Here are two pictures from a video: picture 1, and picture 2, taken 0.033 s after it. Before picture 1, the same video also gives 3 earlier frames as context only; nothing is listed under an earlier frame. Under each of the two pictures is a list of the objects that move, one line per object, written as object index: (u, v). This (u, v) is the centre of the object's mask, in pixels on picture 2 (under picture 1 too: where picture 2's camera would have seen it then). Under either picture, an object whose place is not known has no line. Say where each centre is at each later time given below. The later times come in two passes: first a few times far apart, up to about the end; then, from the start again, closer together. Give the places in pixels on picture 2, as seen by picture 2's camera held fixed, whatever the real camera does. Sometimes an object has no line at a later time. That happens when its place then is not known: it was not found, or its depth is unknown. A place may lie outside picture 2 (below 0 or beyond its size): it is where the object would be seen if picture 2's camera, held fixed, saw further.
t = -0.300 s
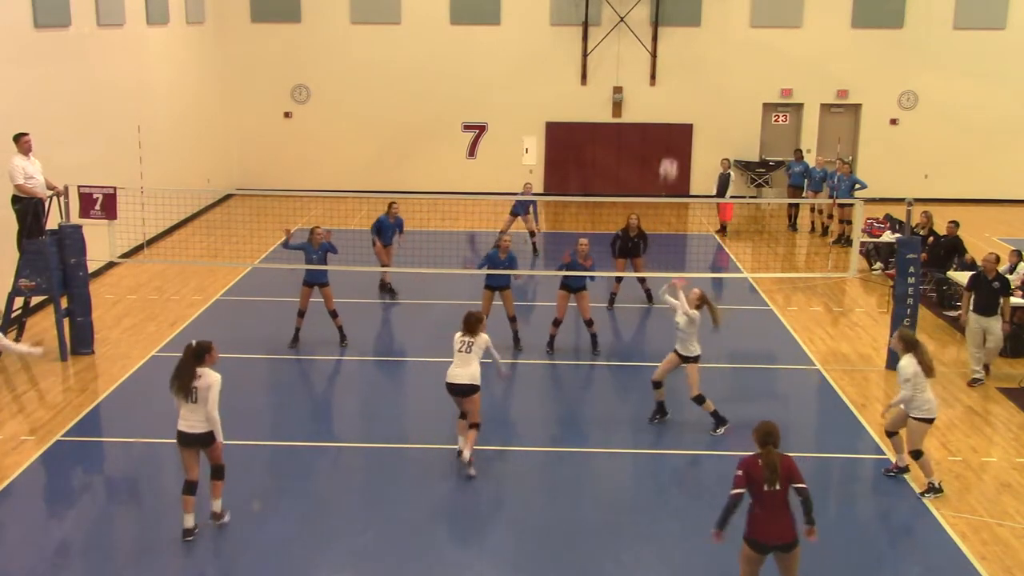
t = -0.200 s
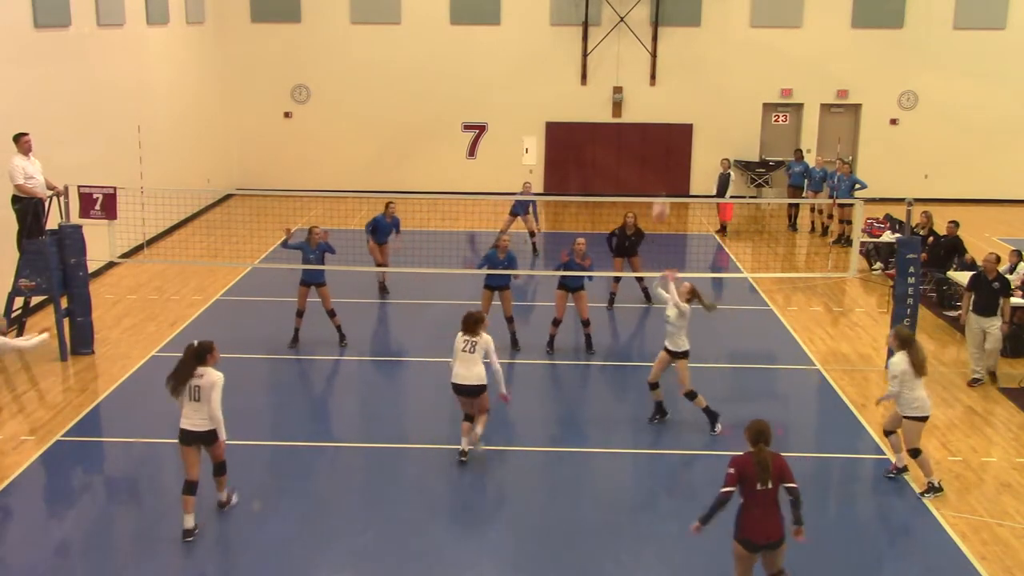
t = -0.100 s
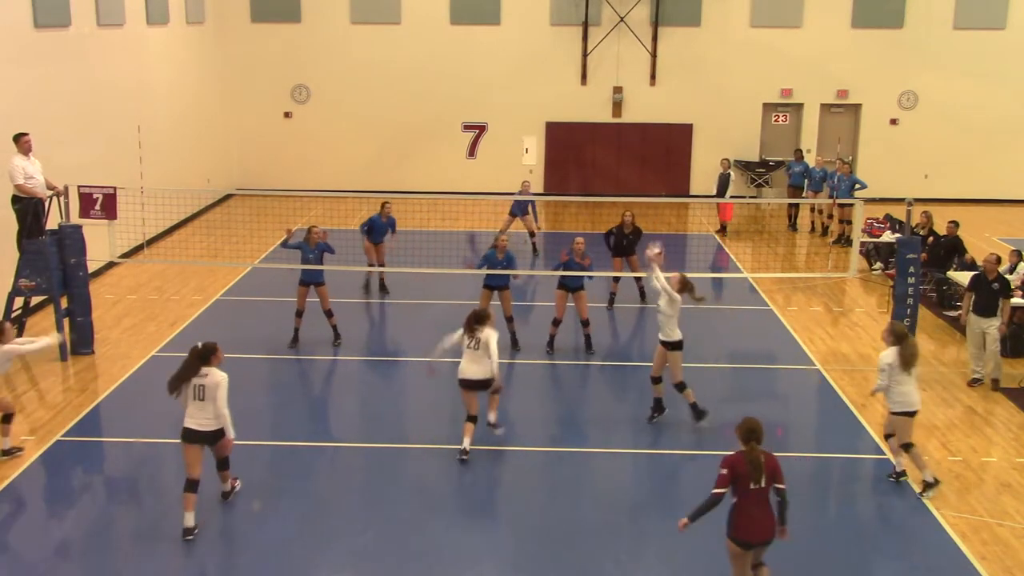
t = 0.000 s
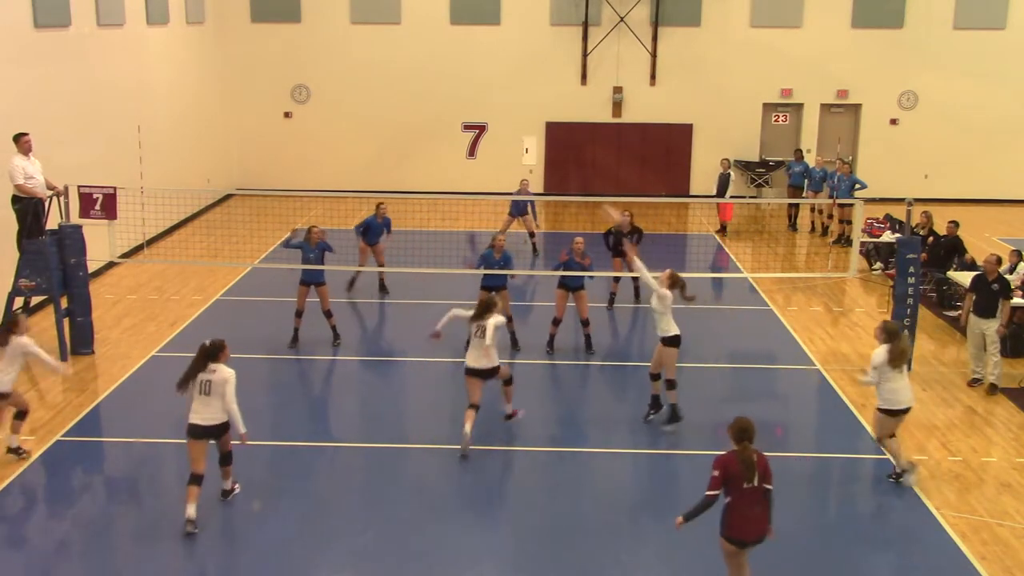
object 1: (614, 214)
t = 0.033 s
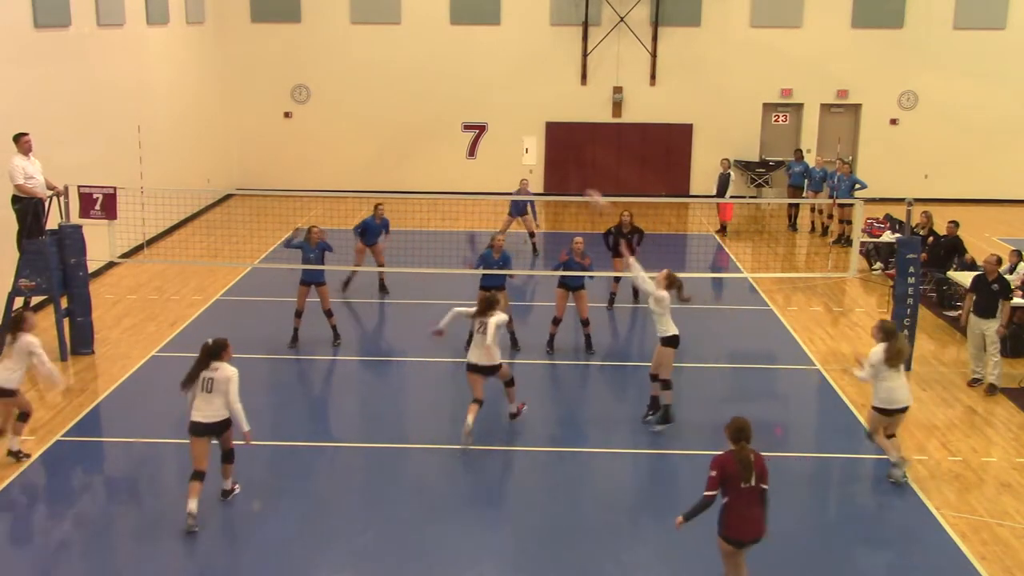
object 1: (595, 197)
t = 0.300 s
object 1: (475, 127)
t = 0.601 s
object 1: (354, 120)
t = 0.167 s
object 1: (533, 158)
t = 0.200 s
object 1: (518, 148)
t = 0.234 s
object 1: (504, 141)
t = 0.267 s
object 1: (490, 134)
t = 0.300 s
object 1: (475, 127)
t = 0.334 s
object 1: (459, 122)
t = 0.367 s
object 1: (447, 119)
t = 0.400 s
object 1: (432, 116)
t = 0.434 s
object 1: (418, 114)
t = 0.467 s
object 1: (406, 113)
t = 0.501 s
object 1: (392, 114)
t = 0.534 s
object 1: (380, 114)
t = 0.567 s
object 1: (365, 117)
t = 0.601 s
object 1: (354, 120)
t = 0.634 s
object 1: (342, 123)
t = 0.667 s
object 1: (330, 128)
